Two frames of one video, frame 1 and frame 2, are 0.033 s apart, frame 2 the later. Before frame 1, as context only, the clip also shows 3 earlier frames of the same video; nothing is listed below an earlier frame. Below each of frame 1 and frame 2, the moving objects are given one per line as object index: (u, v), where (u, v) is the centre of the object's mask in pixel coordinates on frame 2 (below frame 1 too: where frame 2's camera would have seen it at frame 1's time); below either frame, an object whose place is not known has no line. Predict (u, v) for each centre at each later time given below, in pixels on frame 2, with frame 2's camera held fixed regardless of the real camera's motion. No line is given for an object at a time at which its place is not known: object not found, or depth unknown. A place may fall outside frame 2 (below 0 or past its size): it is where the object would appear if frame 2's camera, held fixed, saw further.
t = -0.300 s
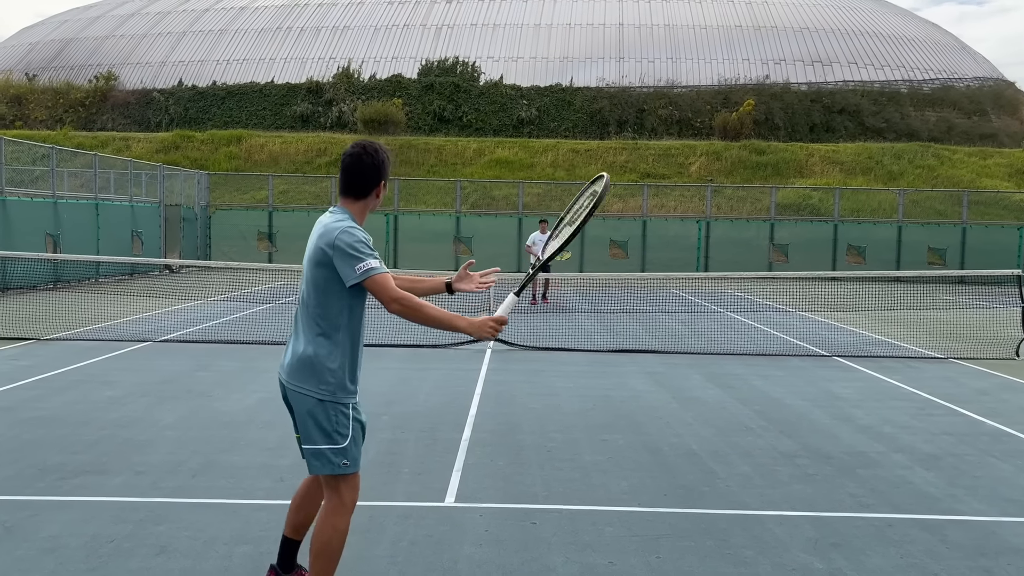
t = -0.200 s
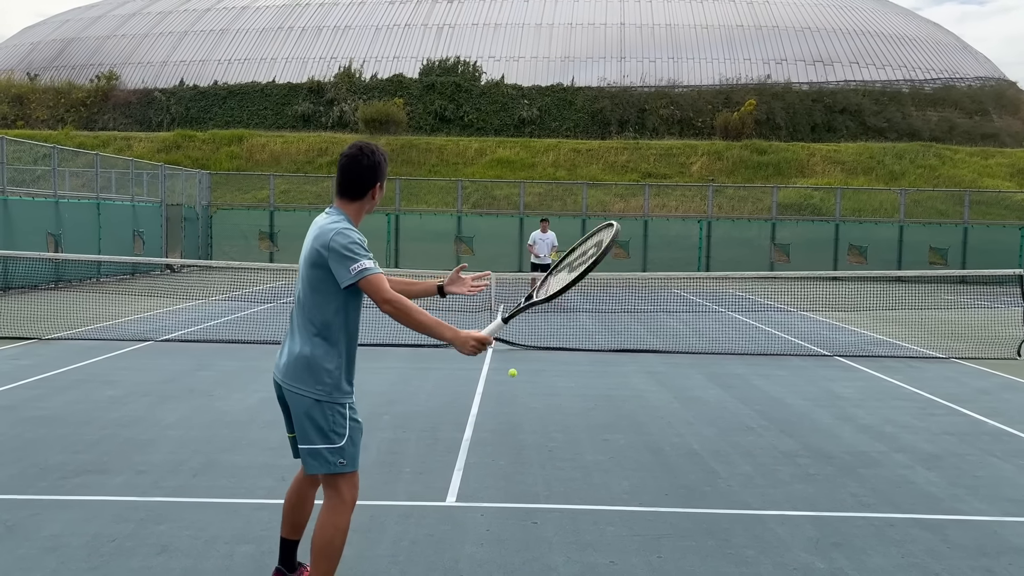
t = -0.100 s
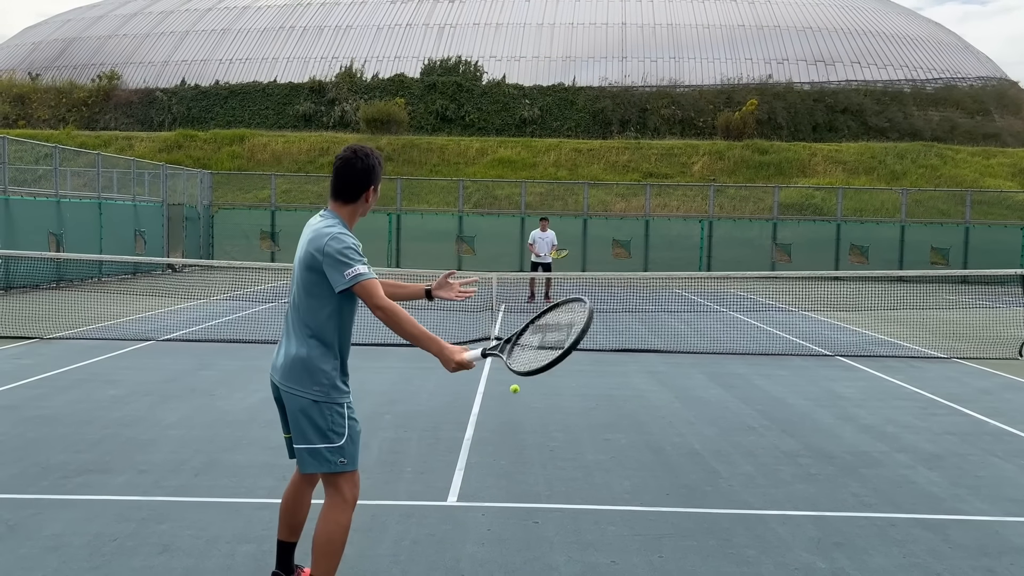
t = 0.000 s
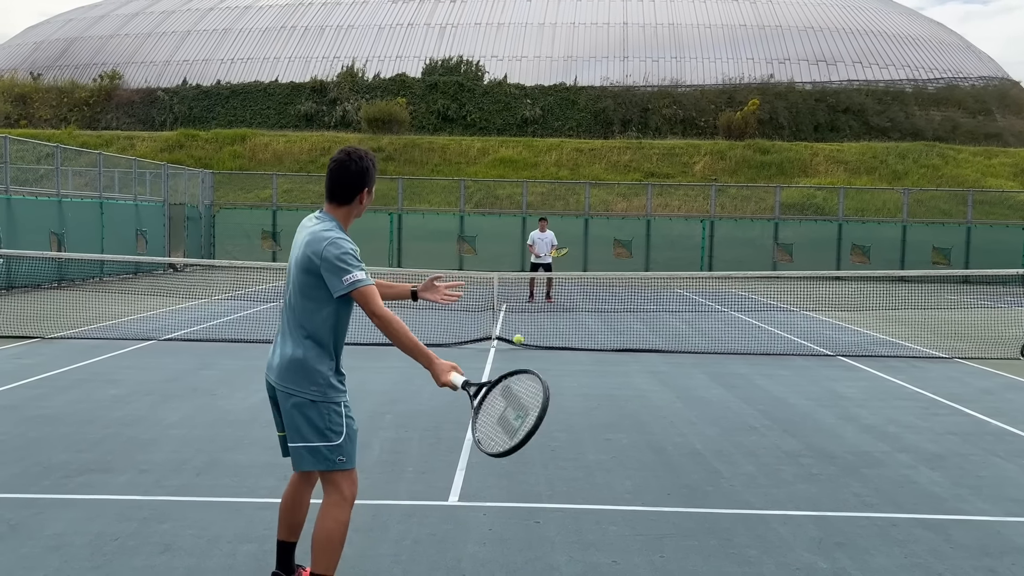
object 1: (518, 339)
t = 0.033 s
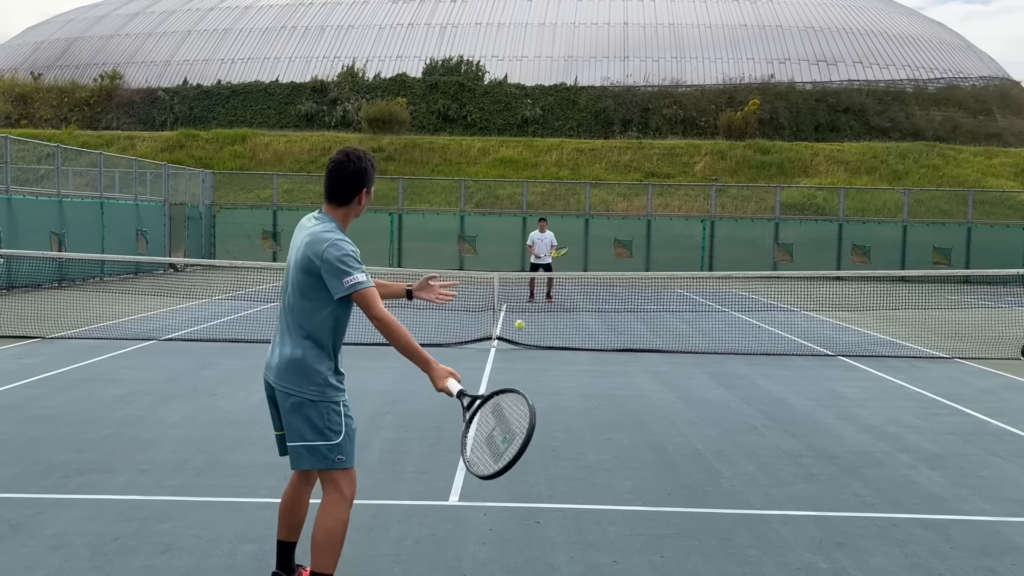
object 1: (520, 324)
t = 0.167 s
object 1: (523, 278)
